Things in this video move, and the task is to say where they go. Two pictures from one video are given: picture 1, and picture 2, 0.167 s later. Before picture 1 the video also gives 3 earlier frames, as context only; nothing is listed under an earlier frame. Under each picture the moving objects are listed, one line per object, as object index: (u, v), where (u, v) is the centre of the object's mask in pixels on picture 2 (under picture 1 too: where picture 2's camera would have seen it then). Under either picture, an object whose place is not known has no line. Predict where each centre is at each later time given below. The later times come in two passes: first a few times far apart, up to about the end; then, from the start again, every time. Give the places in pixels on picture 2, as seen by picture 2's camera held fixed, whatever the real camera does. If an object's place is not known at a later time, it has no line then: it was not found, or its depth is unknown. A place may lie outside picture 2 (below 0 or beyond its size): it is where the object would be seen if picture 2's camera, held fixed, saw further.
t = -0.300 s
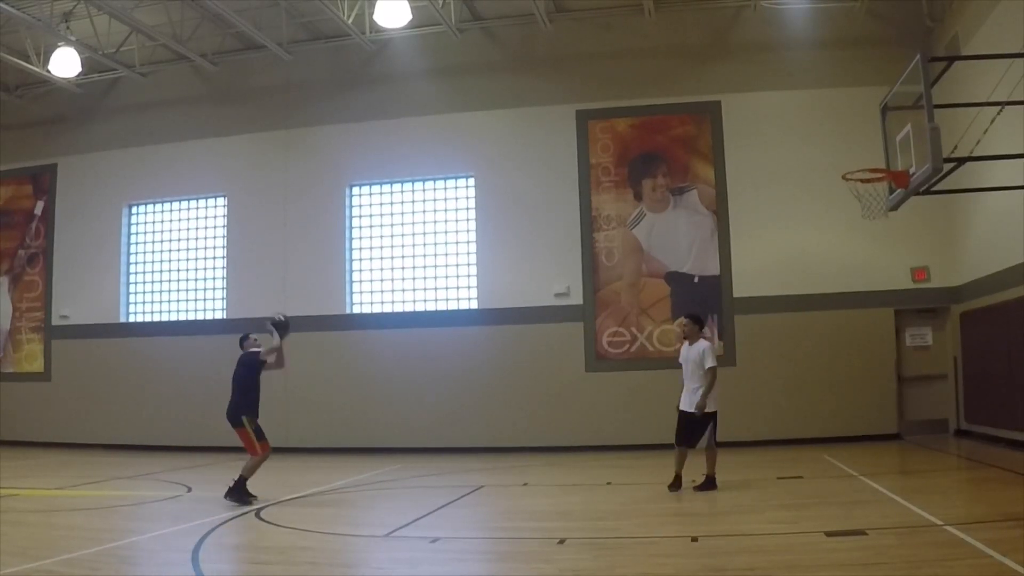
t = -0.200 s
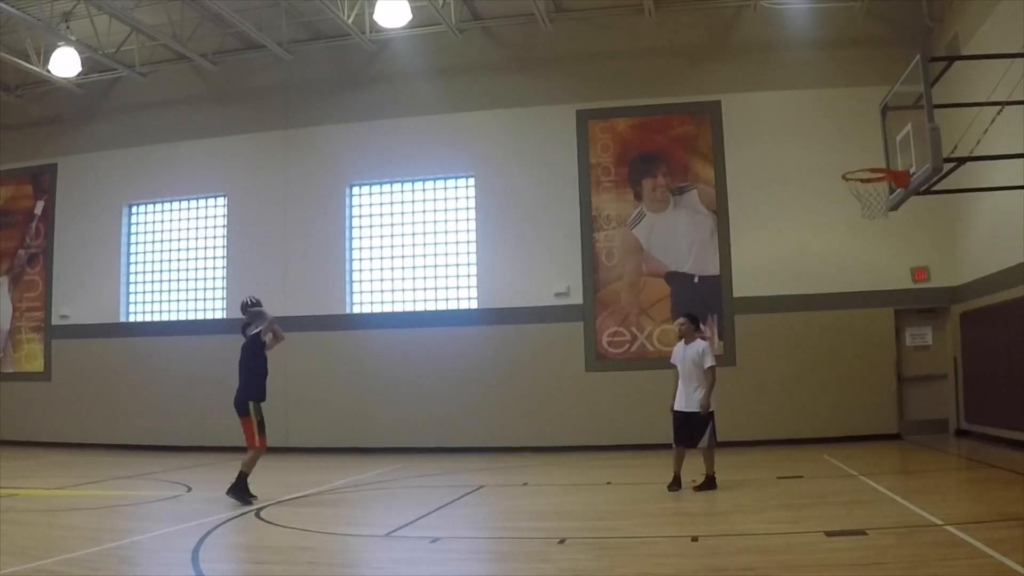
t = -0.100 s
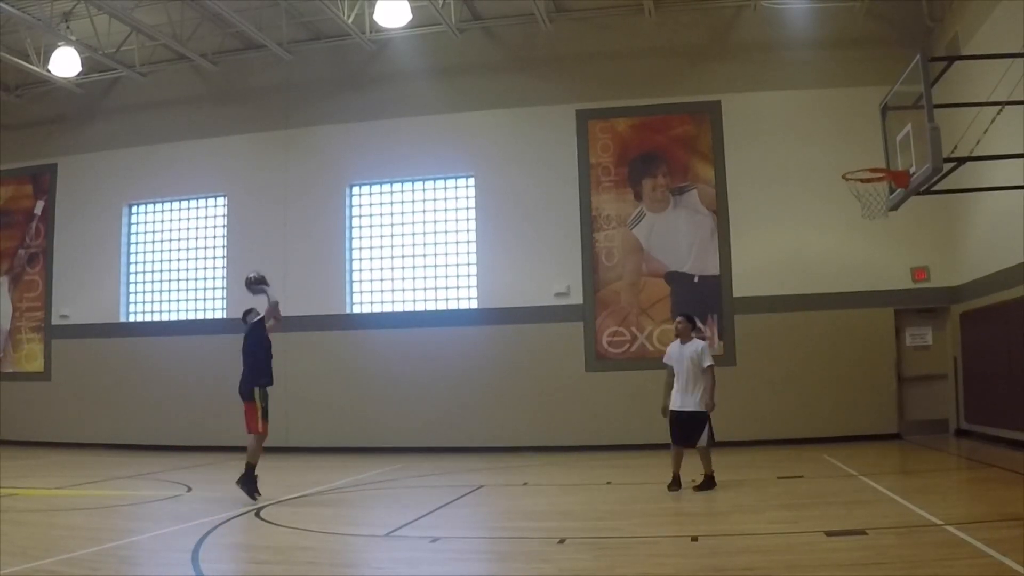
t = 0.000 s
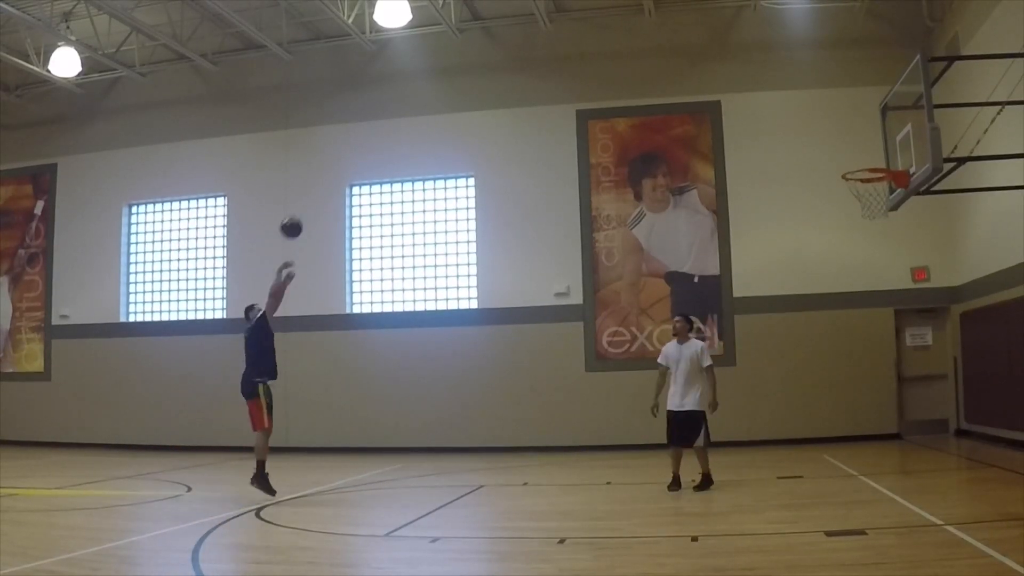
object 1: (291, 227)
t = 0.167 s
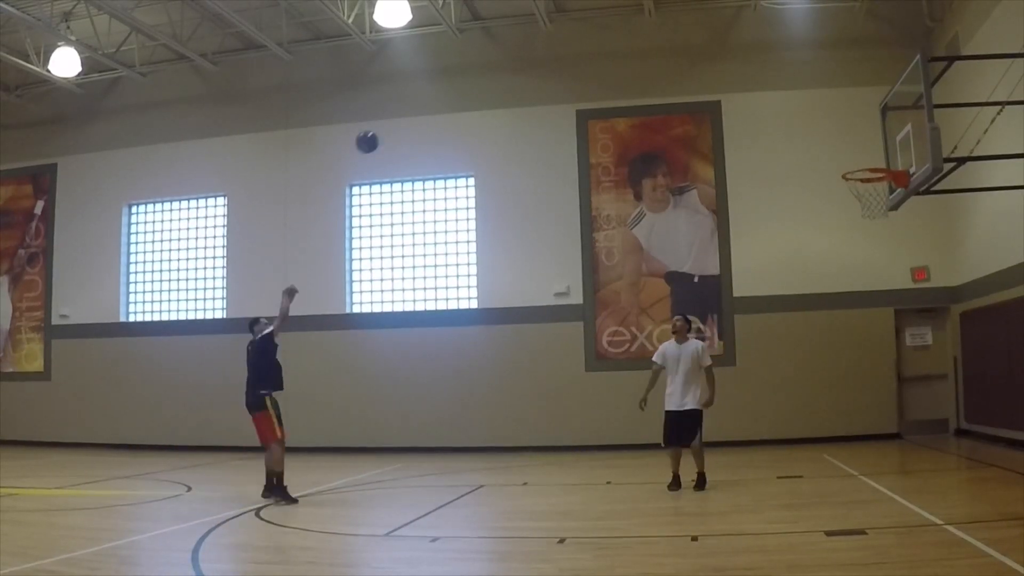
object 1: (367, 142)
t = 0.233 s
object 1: (398, 114)
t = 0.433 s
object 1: (492, 58)
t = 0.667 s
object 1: (604, 36)
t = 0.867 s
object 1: (705, 60)
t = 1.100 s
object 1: (826, 139)
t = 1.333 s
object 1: (911, 217)
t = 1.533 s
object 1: (952, 282)
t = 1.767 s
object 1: (1003, 407)
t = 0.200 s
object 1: (382, 128)
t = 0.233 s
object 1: (398, 114)
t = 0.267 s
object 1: (413, 103)
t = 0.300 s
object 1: (429, 93)
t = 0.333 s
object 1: (444, 82)
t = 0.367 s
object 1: (460, 73)
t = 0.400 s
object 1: (476, 64)
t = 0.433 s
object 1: (492, 58)
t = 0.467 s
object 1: (508, 51)
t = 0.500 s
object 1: (524, 47)
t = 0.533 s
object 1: (540, 42)
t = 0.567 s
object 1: (555, 39)
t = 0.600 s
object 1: (571, 37)
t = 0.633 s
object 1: (588, 37)
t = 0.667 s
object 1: (604, 36)
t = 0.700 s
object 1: (620, 38)
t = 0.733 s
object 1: (637, 40)
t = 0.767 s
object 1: (653, 44)
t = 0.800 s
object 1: (671, 48)
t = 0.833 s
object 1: (688, 54)
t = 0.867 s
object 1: (705, 60)
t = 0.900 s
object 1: (721, 68)
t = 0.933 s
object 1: (738, 77)
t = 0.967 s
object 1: (755, 87)
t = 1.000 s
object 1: (773, 98)
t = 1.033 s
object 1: (791, 111)
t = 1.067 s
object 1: (808, 124)
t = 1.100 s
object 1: (826, 139)
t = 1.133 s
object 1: (844, 155)
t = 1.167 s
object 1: (860, 173)
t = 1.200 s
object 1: (879, 191)
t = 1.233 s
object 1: (891, 200)
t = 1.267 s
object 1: (897, 205)
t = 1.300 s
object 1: (905, 211)
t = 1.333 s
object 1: (911, 217)
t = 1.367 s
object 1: (917, 225)
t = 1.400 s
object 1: (924, 234)
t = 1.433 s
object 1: (931, 244)
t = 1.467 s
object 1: (938, 255)
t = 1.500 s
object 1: (945, 267)
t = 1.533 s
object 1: (952, 282)
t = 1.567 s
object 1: (961, 296)
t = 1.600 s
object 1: (966, 312)
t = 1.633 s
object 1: (973, 329)
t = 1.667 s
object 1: (982, 346)
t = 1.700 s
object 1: (990, 366)
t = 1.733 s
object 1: (995, 386)
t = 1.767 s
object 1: (1003, 407)
